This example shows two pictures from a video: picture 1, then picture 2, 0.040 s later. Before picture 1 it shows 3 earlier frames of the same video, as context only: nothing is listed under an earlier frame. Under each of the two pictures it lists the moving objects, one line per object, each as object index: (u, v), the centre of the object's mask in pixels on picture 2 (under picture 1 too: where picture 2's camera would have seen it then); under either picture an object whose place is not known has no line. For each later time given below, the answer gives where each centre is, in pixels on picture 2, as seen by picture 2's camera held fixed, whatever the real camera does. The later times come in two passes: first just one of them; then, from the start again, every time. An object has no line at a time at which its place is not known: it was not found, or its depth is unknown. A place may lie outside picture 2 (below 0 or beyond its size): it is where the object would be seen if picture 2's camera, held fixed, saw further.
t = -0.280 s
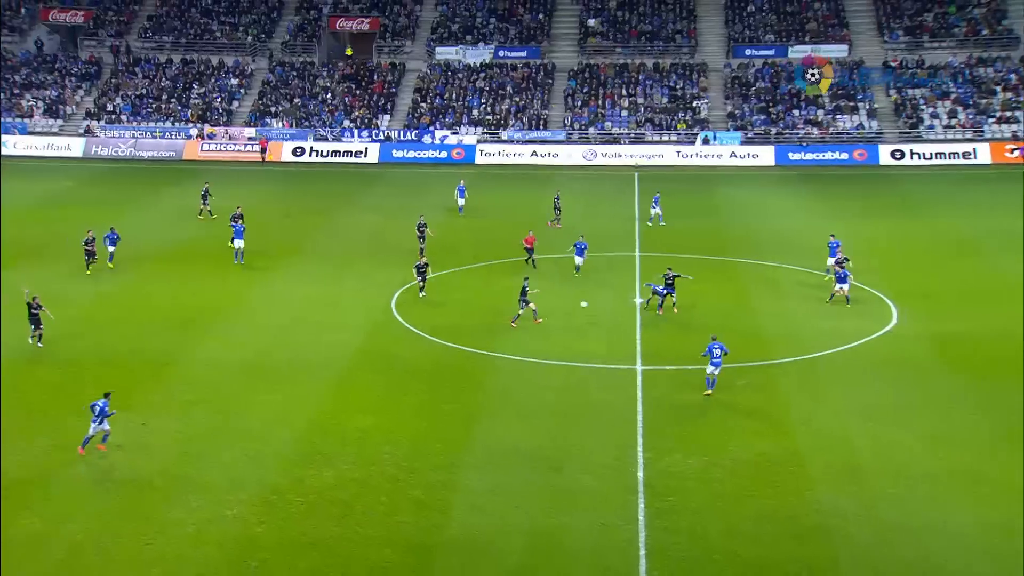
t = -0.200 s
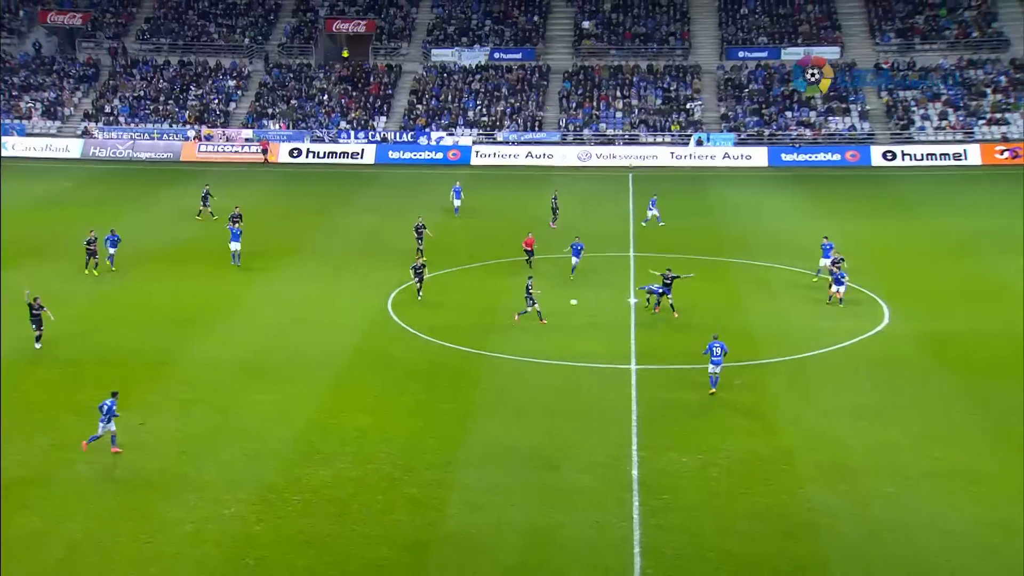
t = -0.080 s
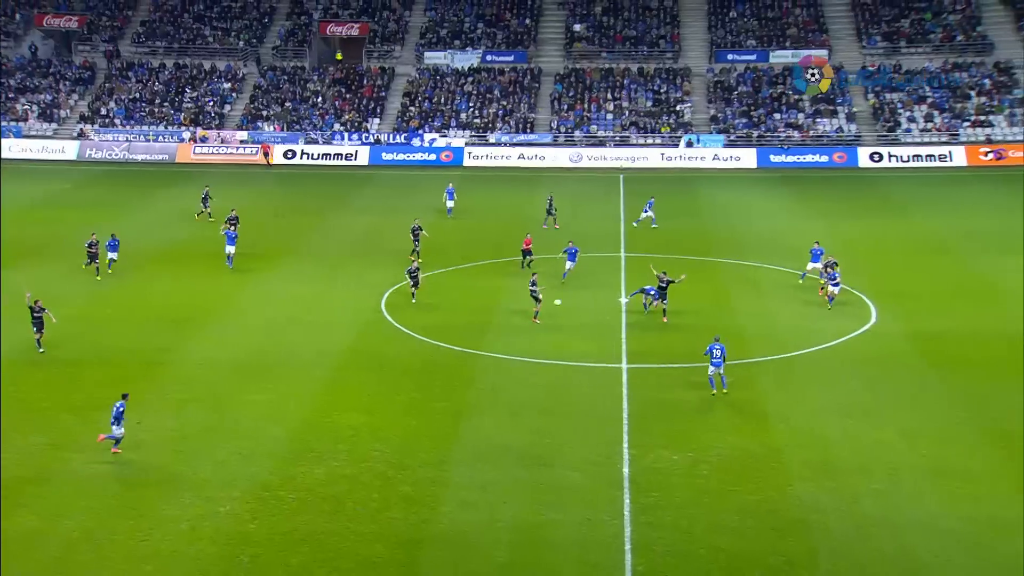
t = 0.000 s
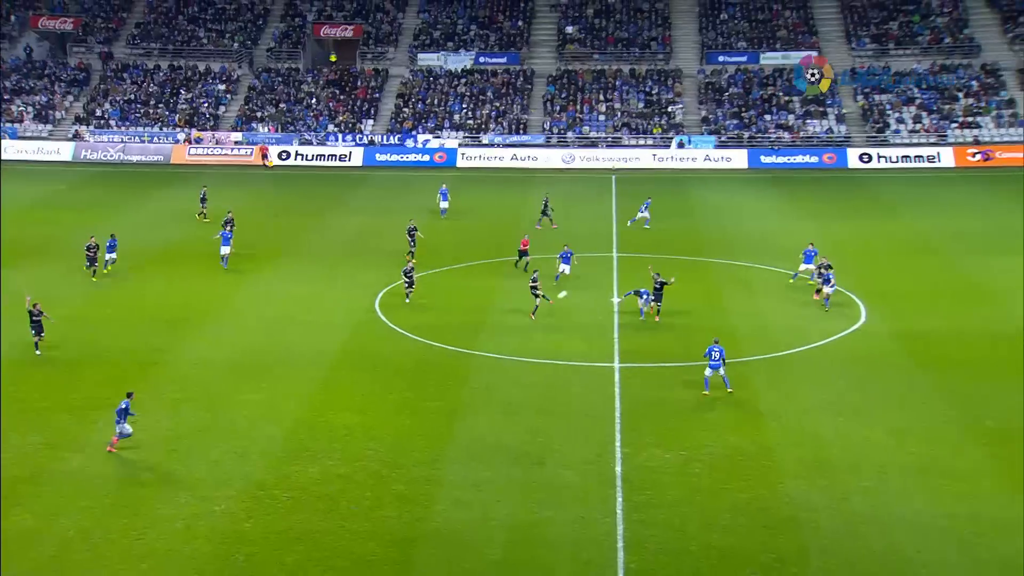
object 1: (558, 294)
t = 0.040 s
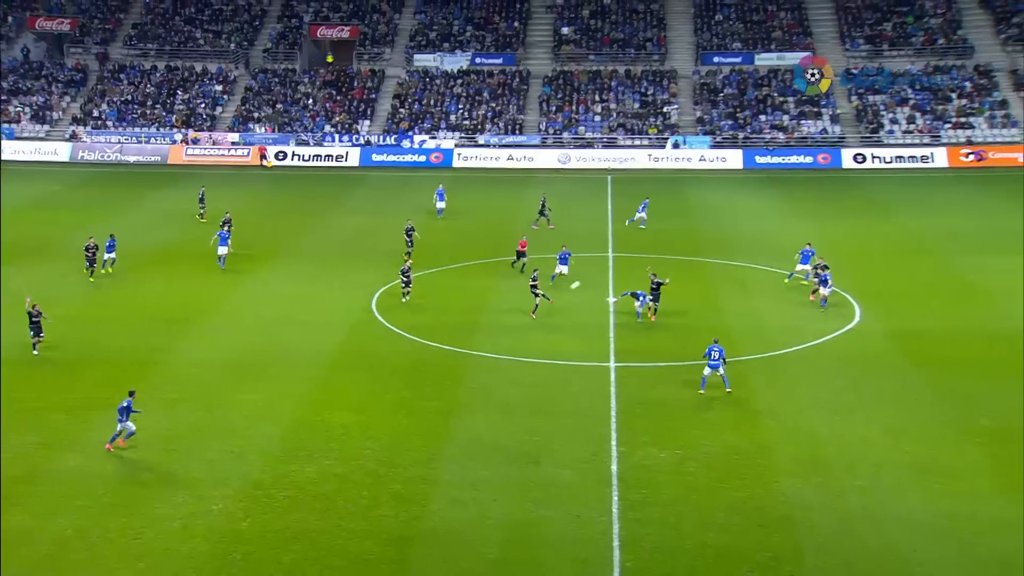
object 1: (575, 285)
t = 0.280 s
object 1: (668, 238)
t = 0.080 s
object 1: (591, 276)
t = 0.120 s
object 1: (607, 268)
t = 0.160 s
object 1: (623, 259)
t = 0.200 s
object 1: (638, 252)
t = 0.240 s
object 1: (653, 244)
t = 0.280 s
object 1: (668, 238)
